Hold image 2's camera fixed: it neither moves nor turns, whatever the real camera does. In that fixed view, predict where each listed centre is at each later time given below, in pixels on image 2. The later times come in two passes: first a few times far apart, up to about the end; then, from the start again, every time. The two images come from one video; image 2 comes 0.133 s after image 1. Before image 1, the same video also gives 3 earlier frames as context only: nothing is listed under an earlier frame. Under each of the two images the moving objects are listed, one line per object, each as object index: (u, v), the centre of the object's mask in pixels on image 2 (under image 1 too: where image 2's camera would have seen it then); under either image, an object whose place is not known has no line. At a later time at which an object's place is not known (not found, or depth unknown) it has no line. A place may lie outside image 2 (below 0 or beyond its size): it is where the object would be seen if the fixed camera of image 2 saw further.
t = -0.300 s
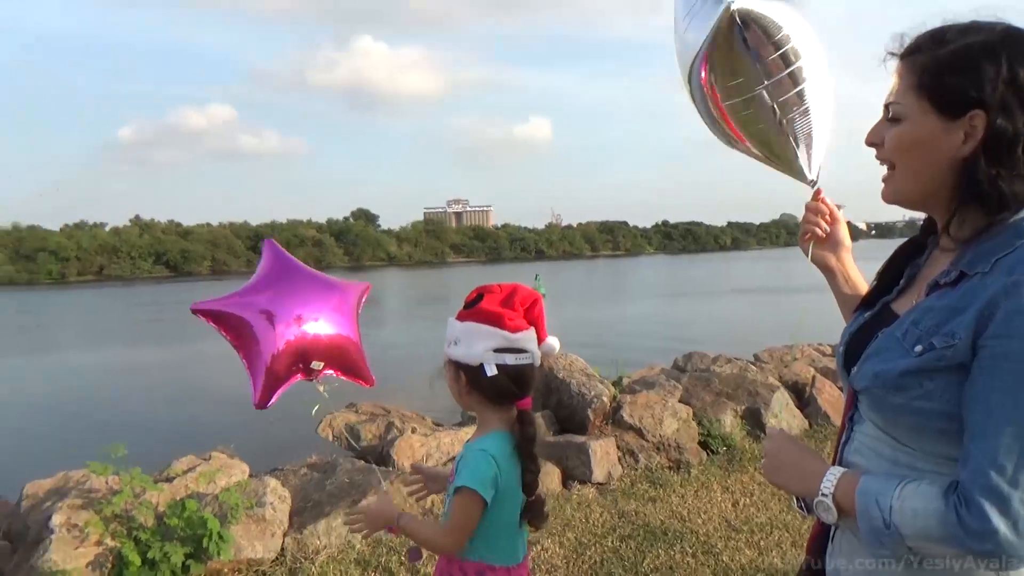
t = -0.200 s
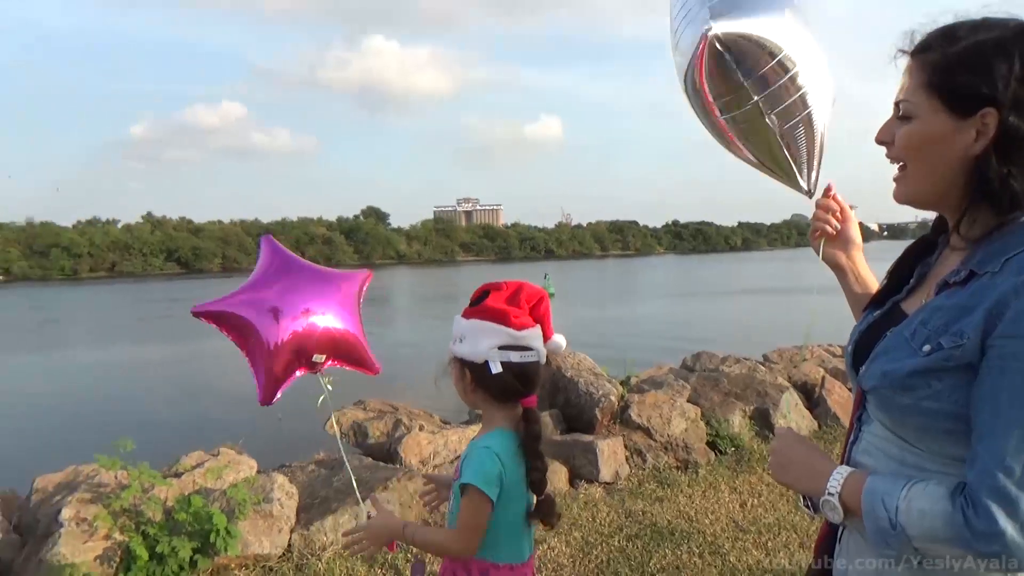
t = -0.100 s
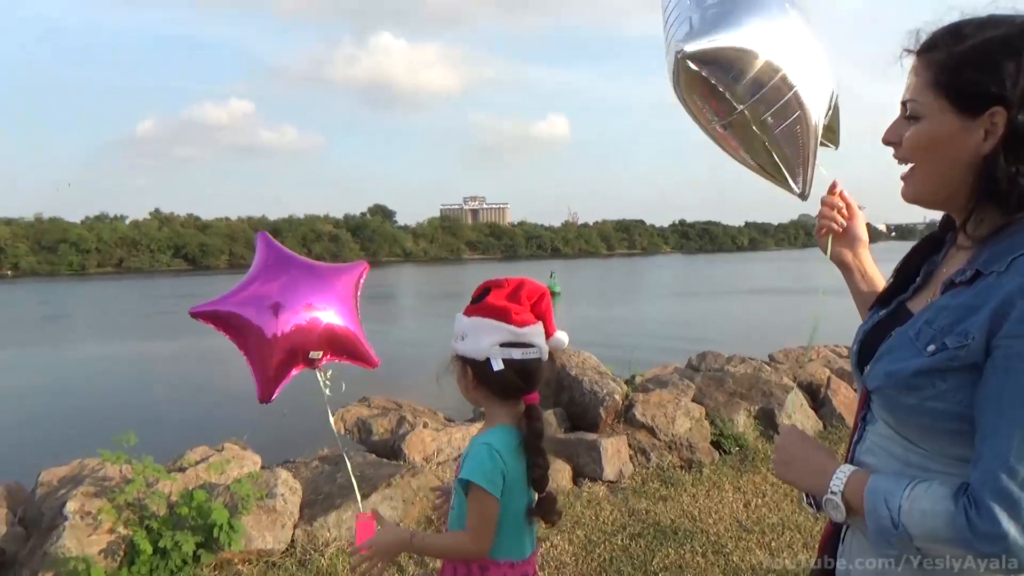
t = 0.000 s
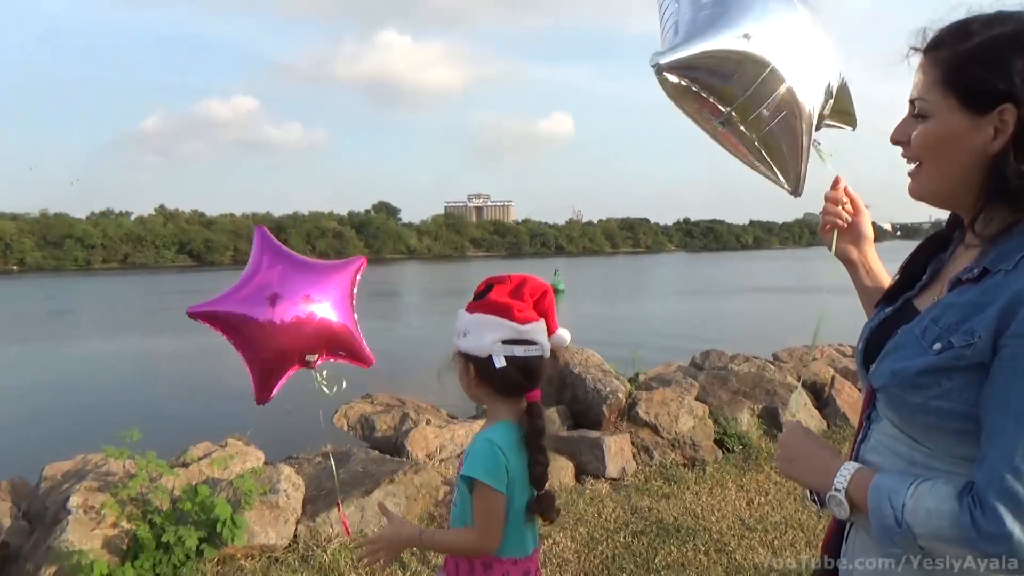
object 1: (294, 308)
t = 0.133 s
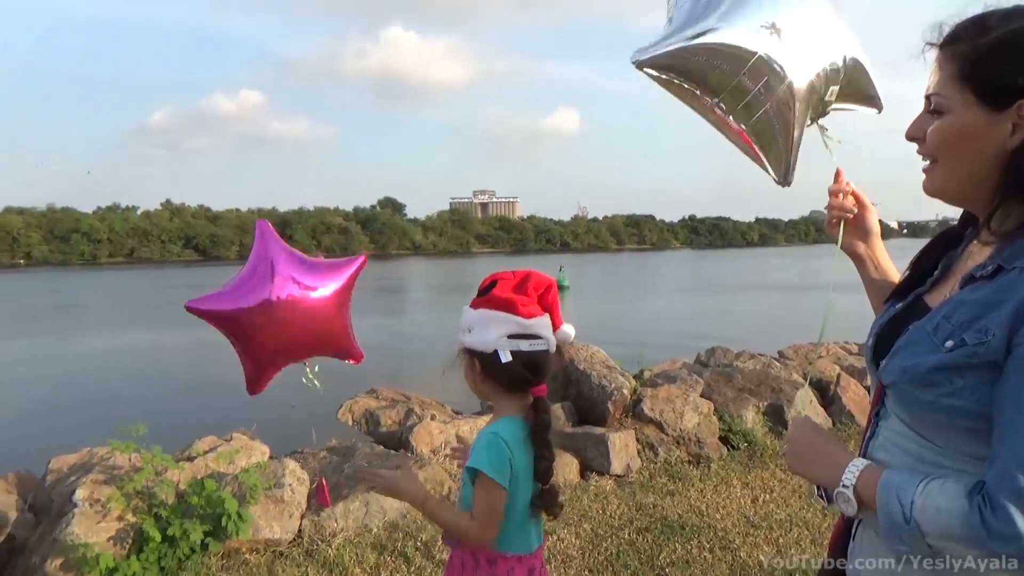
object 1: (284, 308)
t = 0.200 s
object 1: (280, 307)
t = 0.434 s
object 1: (268, 298)
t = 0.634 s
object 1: (254, 282)
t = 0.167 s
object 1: (282, 308)
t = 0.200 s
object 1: (280, 307)
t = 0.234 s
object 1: (278, 306)
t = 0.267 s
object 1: (277, 305)
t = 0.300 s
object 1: (275, 304)
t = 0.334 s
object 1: (273, 303)
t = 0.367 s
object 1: (271, 302)
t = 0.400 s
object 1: (270, 300)
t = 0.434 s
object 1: (268, 298)
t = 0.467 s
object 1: (266, 296)
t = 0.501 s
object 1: (264, 294)
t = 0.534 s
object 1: (261, 291)
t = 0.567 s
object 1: (259, 289)
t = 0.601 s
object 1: (256, 285)
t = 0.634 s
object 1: (254, 282)
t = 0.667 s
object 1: (251, 279)
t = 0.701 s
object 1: (248, 275)
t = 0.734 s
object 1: (244, 272)
